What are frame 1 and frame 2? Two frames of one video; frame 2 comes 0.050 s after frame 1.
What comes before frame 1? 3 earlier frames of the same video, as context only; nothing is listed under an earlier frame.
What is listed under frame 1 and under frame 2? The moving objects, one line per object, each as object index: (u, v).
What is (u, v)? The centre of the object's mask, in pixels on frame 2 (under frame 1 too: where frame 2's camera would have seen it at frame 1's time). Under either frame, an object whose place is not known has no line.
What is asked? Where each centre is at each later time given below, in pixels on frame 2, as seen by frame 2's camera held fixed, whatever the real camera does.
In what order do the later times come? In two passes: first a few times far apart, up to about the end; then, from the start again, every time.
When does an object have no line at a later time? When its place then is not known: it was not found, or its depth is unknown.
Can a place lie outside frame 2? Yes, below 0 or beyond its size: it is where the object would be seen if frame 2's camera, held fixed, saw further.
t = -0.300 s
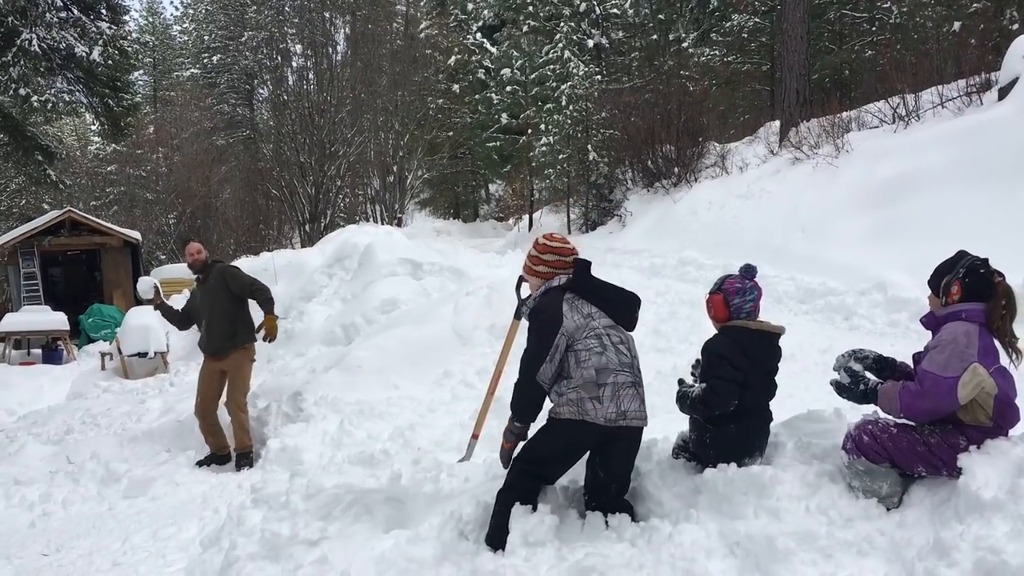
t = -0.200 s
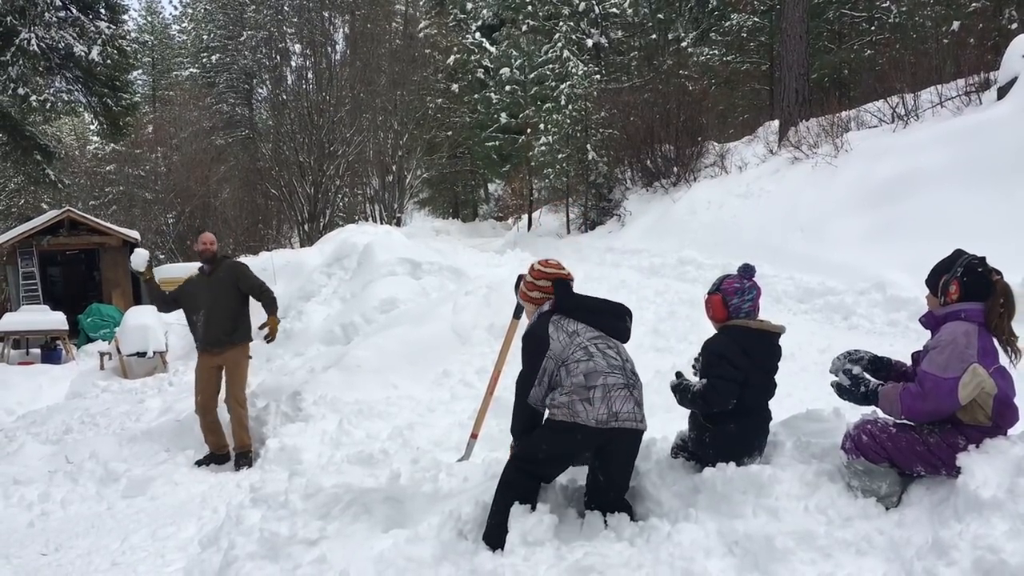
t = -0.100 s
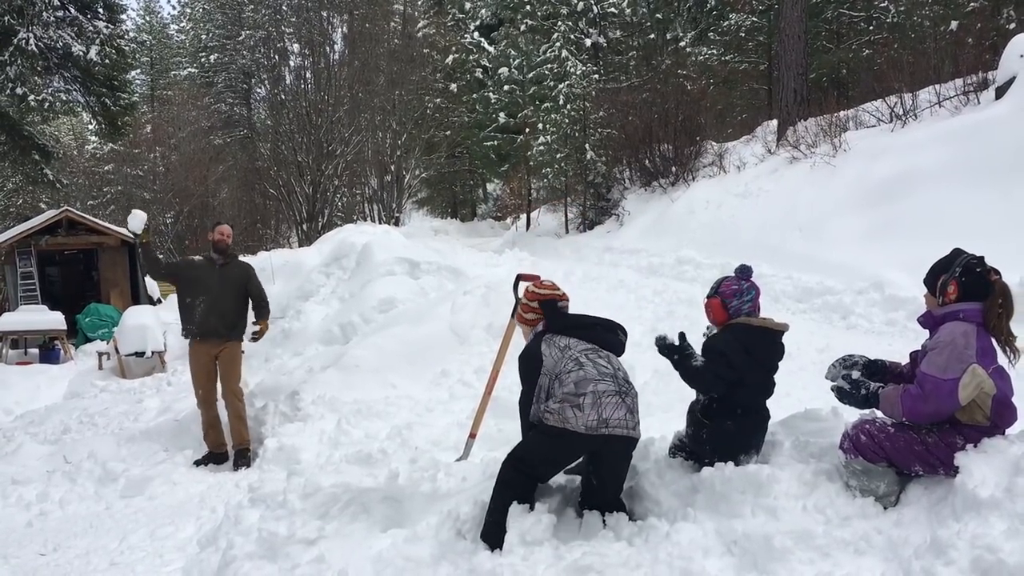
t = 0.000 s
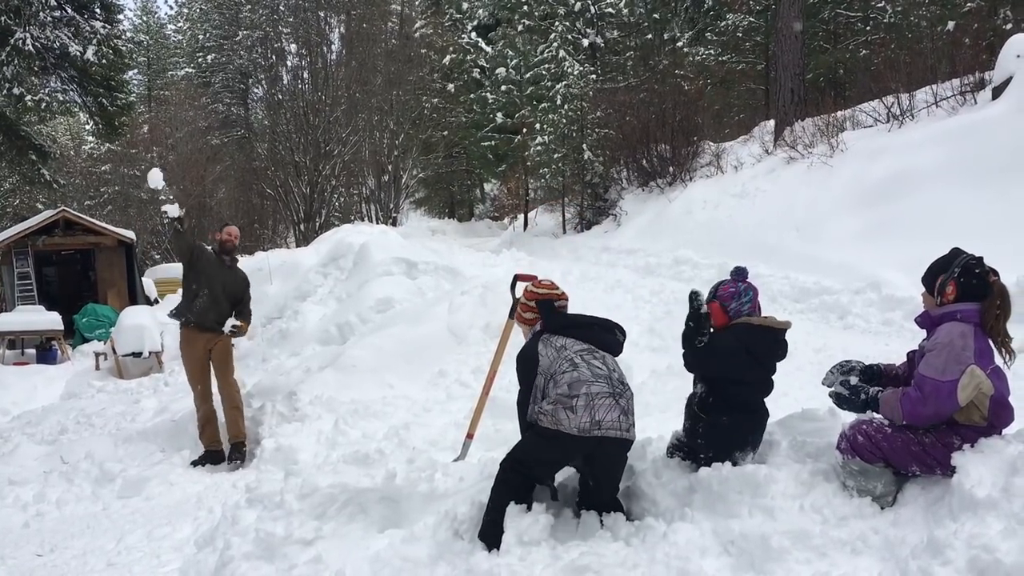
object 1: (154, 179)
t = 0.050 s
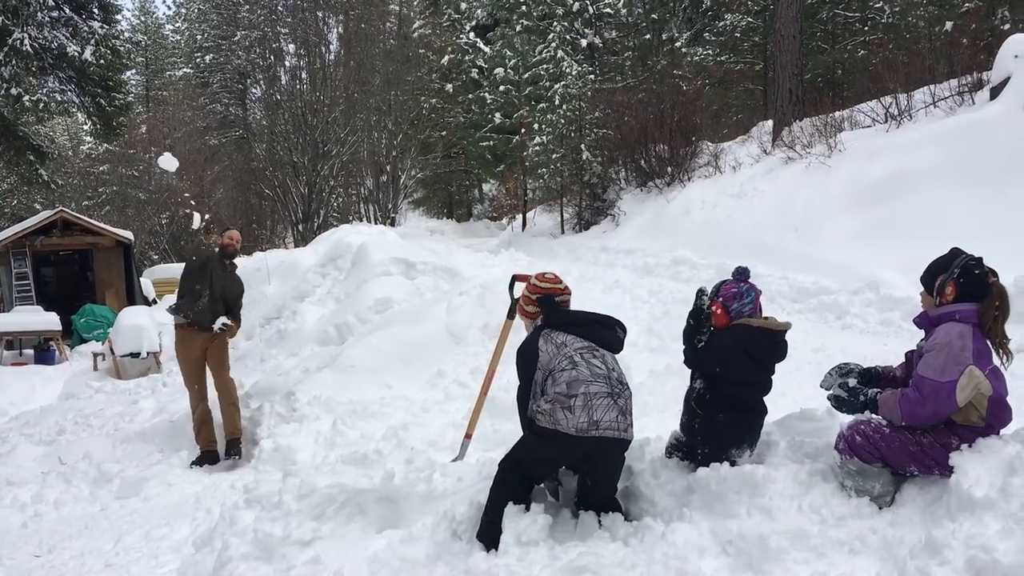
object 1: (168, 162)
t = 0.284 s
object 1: (252, 125)
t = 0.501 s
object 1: (378, 181)
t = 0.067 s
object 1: (172, 157)
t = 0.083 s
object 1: (177, 153)
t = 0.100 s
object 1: (183, 149)
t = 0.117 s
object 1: (188, 145)
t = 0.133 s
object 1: (194, 141)
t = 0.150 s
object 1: (200, 139)
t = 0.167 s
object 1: (206, 135)
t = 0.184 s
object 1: (212, 132)
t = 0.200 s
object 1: (218, 130)
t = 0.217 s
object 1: (224, 127)
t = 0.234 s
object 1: (231, 126)
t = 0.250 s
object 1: (237, 124)
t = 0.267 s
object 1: (245, 125)
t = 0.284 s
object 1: (252, 125)
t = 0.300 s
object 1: (260, 125)
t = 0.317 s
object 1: (268, 125)
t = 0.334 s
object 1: (277, 127)
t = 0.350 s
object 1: (286, 129)
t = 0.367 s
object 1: (294, 132)
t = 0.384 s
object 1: (304, 135)
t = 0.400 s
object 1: (313, 139)
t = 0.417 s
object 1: (323, 144)
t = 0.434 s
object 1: (333, 150)
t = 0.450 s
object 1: (345, 157)
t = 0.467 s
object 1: (356, 164)
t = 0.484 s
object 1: (367, 173)
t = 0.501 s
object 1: (378, 181)
